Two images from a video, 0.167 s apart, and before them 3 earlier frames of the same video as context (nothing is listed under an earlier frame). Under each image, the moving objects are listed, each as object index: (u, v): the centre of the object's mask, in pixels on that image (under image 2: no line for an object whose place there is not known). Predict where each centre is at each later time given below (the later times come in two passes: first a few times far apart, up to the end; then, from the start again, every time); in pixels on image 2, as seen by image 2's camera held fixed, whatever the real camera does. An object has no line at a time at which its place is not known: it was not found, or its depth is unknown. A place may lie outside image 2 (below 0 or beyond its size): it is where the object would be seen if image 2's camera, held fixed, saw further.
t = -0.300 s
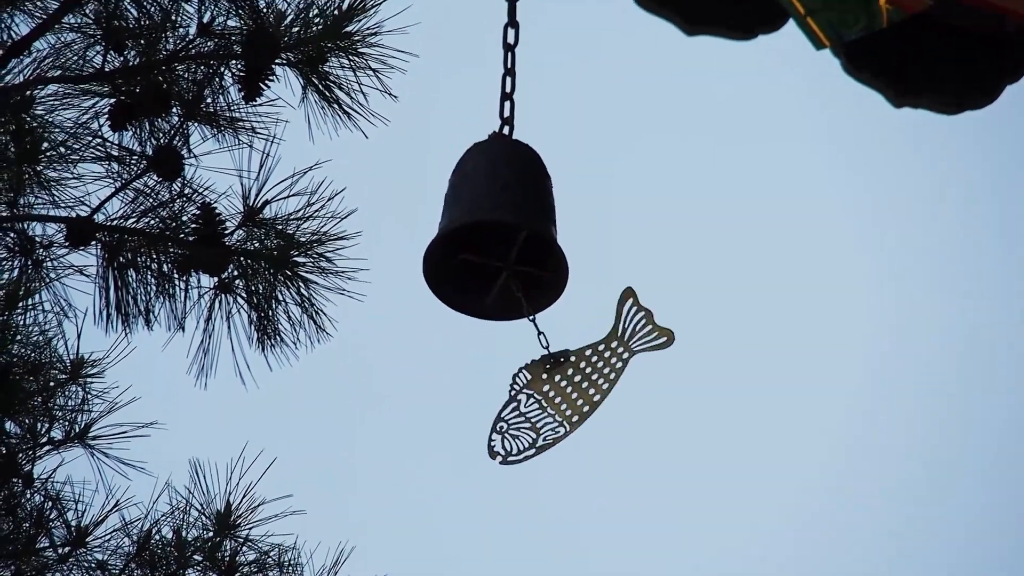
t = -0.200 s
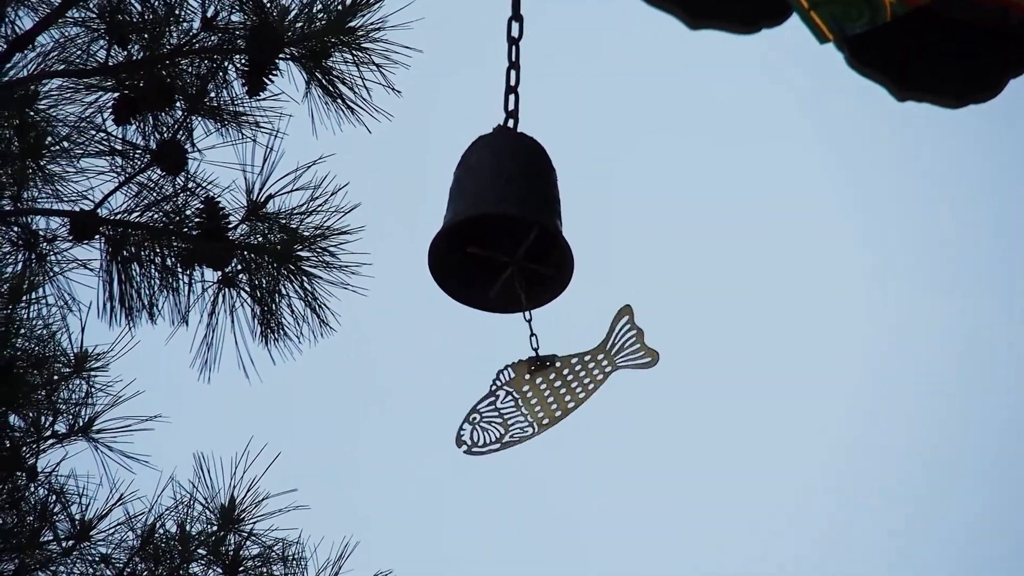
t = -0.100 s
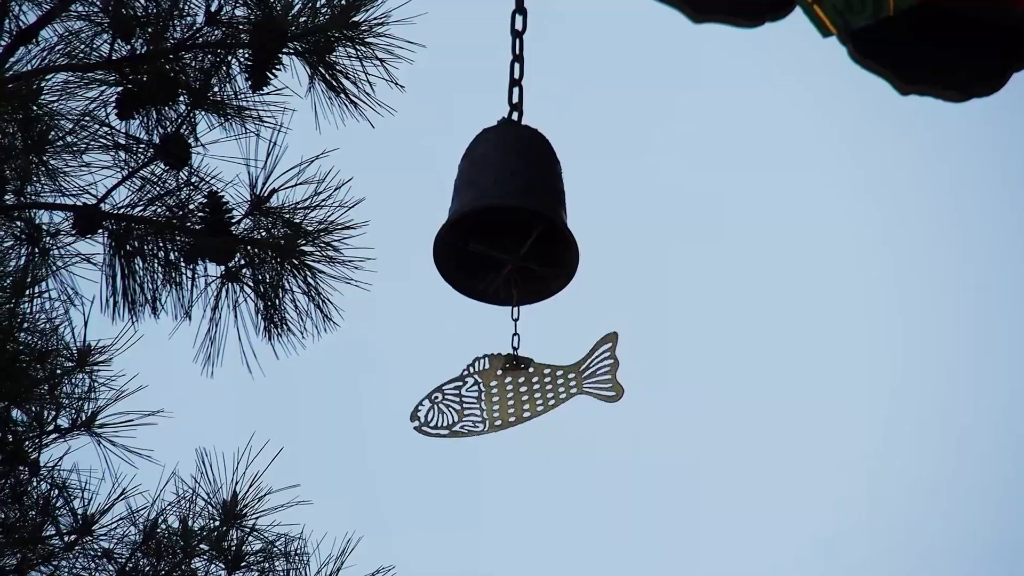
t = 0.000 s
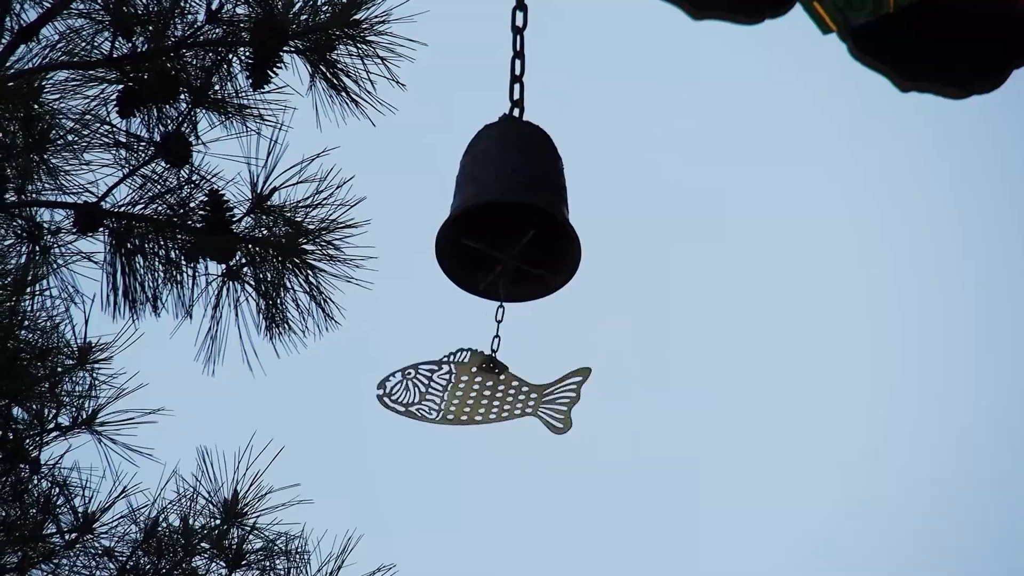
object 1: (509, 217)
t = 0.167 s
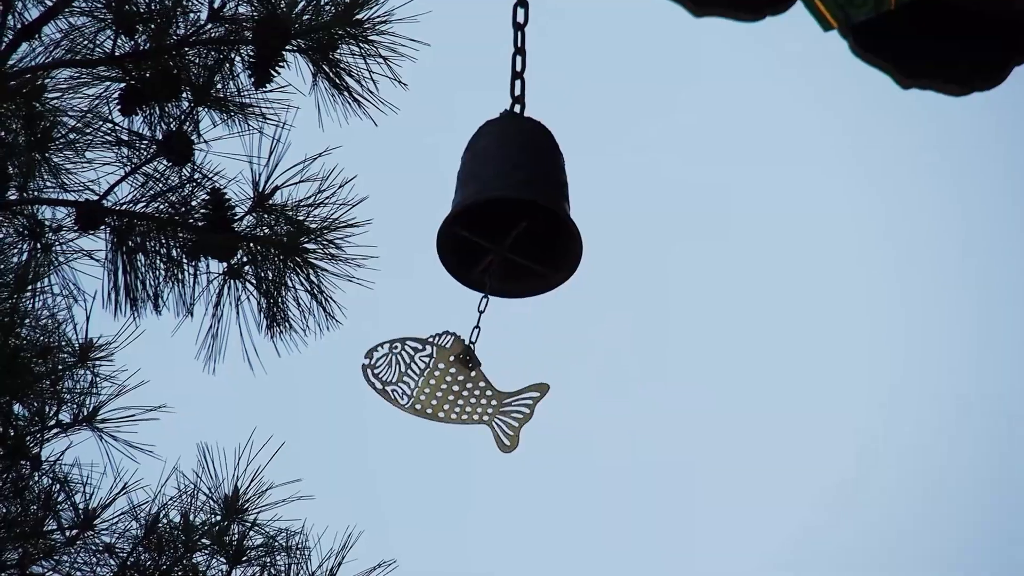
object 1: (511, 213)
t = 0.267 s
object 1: (508, 213)
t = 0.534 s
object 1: (502, 216)
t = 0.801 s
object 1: (500, 220)
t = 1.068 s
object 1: (508, 219)
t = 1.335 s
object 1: (510, 220)
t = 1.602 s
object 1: (507, 219)
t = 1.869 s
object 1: (505, 220)
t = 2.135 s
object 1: (508, 218)
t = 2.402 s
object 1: (509, 218)
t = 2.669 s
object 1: (504, 223)
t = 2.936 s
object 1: (502, 223)
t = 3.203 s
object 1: (508, 223)
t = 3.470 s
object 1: (511, 228)
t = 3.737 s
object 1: (506, 229)
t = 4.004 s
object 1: (501, 223)
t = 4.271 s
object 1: (505, 220)
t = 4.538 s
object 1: (509, 222)
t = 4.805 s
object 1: (508, 222)
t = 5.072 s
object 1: (504, 221)
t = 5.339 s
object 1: (505, 220)
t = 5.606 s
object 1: (508, 219)
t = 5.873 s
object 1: (502, 215)
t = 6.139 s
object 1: (498, 214)
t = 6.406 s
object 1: (506, 217)
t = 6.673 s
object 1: (514, 218)
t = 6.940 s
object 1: (505, 216)
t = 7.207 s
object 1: (497, 213)
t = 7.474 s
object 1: (503, 212)
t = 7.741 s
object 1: (507, 211)
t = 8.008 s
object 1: (501, 212)
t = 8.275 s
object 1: (501, 216)
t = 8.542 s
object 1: (508, 214)
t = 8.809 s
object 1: (509, 213)
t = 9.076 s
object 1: (497, 211)
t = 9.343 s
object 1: (494, 211)
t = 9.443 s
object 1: (496, 210)
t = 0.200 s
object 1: (510, 212)
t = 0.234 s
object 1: (509, 212)
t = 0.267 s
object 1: (508, 213)
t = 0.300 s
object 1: (507, 212)
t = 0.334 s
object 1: (506, 213)
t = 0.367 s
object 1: (506, 214)
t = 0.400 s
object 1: (505, 214)
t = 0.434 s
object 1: (504, 214)
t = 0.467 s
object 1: (503, 214)
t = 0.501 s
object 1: (502, 215)
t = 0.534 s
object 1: (502, 216)
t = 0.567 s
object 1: (501, 216)
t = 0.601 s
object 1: (500, 217)
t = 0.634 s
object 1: (500, 217)
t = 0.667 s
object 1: (500, 218)
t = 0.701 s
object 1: (499, 218)
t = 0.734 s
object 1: (500, 218)
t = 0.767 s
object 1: (499, 219)
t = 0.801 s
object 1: (500, 220)
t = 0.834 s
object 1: (501, 219)
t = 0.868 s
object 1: (501, 219)
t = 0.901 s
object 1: (502, 220)
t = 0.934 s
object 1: (504, 220)
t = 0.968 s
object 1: (505, 219)
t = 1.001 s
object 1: (505, 220)
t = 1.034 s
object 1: (507, 220)
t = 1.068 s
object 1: (508, 219)
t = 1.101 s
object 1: (509, 219)
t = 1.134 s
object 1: (509, 220)
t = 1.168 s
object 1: (510, 219)
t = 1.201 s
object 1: (510, 220)
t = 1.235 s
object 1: (511, 220)
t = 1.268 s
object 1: (511, 220)
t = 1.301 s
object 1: (512, 220)
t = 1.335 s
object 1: (510, 220)
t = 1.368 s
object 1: (511, 221)
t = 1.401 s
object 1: (511, 219)
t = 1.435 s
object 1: (510, 220)
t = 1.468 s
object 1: (511, 219)
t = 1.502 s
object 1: (509, 219)
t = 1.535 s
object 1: (508, 220)
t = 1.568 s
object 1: (507, 219)
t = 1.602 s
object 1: (507, 219)
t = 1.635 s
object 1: (507, 219)
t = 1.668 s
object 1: (506, 219)
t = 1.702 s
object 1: (506, 219)
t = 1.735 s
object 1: (505, 219)
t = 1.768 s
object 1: (505, 219)
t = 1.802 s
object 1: (504, 219)
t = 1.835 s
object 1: (504, 220)
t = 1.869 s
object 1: (505, 220)
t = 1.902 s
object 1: (504, 219)
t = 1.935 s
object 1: (504, 220)
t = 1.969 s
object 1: (505, 220)
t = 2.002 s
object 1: (506, 219)
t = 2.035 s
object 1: (506, 219)
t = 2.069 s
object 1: (507, 219)
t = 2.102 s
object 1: (507, 219)
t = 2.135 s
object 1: (508, 218)
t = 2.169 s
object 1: (508, 218)
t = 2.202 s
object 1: (509, 218)
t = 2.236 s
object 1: (509, 217)
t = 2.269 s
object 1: (509, 218)
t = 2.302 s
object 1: (510, 218)
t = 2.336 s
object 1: (510, 218)
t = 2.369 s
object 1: (509, 219)
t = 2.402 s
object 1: (509, 218)
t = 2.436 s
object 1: (509, 219)
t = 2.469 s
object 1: (508, 219)
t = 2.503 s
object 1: (507, 220)
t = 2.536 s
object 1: (506, 221)
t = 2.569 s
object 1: (506, 221)
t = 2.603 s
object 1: (504, 222)
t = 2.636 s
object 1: (504, 223)
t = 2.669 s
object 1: (504, 223)
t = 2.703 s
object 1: (503, 223)
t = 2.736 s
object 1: (503, 223)
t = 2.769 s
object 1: (502, 223)
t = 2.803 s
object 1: (501, 224)
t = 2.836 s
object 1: (502, 223)
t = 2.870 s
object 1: (502, 223)
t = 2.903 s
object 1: (503, 223)
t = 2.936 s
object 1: (502, 223)
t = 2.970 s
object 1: (504, 224)
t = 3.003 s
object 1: (504, 223)
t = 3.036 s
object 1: (505, 223)
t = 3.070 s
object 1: (506, 222)
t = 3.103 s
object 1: (506, 222)
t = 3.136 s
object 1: (507, 222)
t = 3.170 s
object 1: (508, 222)
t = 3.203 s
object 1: (508, 223)
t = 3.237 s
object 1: (510, 223)
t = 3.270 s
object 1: (509, 224)
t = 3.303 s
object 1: (510, 225)
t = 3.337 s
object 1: (509, 226)
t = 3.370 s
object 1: (510, 226)
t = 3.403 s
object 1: (511, 226)
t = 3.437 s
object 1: (510, 227)
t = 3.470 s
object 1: (511, 228)
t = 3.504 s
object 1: (510, 228)
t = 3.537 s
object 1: (511, 229)
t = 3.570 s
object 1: (510, 229)
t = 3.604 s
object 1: (509, 229)
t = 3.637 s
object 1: (509, 229)
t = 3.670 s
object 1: (508, 229)
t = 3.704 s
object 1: (507, 229)
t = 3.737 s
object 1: (506, 229)
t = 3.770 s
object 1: (505, 229)
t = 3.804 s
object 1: (504, 228)
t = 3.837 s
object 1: (503, 228)
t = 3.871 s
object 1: (502, 228)
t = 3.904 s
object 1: (502, 226)
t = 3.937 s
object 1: (501, 225)
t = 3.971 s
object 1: (501, 224)
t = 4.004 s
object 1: (501, 223)
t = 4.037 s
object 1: (501, 222)
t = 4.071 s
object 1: (501, 221)
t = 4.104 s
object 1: (501, 221)
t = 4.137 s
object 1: (502, 221)
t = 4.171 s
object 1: (503, 220)
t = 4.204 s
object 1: (503, 220)
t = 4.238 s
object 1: (505, 220)
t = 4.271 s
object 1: (505, 220)
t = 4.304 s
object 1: (506, 220)
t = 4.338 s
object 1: (506, 220)
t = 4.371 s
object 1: (507, 220)
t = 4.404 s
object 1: (508, 221)
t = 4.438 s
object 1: (508, 221)
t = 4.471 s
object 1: (509, 222)
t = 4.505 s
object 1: (510, 221)
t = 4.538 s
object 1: (509, 222)
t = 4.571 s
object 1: (510, 222)
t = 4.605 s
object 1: (510, 222)
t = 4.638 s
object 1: (510, 222)
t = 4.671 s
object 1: (510, 222)
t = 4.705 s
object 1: (510, 222)
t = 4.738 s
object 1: (509, 222)
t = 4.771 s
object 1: (508, 222)
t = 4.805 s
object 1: (508, 222)
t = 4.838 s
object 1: (507, 222)
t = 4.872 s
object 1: (506, 222)
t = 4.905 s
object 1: (506, 222)
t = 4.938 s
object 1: (505, 222)
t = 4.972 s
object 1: (505, 221)
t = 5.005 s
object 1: (504, 221)
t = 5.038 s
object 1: (504, 221)
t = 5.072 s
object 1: (504, 221)
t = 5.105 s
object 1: (503, 221)
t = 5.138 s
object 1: (503, 221)
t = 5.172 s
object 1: (503, 221)
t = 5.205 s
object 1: (503, 221)
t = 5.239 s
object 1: (504, 220)
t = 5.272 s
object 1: (503, 221)
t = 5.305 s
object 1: (505, 221)
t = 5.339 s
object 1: (505, 220)
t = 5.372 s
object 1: (506, 220)
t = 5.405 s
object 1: (506, 220)
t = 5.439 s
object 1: (507, 220)
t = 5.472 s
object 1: (507, 220)
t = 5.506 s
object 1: (508, 220)
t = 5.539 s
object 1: (508, 220)
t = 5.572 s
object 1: (508, 220)
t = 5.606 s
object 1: (508, 219)
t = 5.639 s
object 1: (508, 219)
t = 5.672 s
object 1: (508, 219)
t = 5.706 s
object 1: (507, 219)
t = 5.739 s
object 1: (507, 219)
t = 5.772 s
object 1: (505, 217)
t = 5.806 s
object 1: (504, 217)
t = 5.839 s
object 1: (504, 217)
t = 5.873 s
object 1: (502, 215)
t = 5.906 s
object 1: (501, 215)
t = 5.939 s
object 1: (500, 214)
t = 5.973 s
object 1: (500, 214)
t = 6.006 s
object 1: (499, 213)
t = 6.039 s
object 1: (499, 214)
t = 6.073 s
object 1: (499, 214)
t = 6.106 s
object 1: (499, 214)
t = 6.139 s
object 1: (498, 214)
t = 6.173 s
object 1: (499, 215)
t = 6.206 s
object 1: (500, 215)
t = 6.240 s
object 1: (500, 215)
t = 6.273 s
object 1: (501, 215)
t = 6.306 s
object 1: (502, 216)
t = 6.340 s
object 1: (504, 217)
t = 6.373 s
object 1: (504, 217)
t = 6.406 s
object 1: (506, 217)
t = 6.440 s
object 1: (508, 217)
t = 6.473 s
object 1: (510, 217)
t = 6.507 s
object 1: (511, 218)
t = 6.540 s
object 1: (512, 218)
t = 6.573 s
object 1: (513, 218)
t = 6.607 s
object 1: (513, 218)
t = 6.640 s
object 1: (514, 219)
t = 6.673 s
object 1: (514, 218)
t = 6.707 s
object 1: (514, 219)
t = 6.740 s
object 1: (513, 218)
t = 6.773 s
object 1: (512, 218)
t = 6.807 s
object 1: (512, 217)
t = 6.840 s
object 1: (510, 217)
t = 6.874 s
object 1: (509, 217)
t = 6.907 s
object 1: (507, 216)
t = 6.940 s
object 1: (505, 216)
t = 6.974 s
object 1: (503, 215)
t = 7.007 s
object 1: (501, 213)
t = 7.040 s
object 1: (500, 215)
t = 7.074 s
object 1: (500, 215)
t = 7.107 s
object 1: (499, 214)
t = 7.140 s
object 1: (498, 214)
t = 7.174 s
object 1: (497, 214)
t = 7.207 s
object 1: (497, 213)
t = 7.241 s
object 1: (497, 212)
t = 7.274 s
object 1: (497, 212)
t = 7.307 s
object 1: (497, 212)
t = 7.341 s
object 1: (498, 211)
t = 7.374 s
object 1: (499, 212)
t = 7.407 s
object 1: (500, 212)
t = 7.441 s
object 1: (501, 212)
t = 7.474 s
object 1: (503, 212)
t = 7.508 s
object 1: (504, 211)
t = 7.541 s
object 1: (505, 211)
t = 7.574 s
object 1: (506, 211)
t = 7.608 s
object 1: (506, 211)
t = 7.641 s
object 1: (507, 211)
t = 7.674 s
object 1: (507, 211)
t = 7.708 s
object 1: (507, 211)
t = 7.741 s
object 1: (507, 211)
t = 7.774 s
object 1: (506, 212)
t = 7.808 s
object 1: (506, 211)
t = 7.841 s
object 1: (505, 211)
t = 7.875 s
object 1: (504, 212)
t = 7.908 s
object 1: (504, 212)
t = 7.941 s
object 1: (502, 212)
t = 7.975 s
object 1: (502, 212)
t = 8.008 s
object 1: (501, 212)
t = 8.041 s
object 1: (499, 212)
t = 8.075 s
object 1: (499, 213)
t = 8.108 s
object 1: (499, 214)
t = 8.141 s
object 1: (500, 214)
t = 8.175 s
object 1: (500, 214)
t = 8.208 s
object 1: (500, 215)
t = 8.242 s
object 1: (501, 215)
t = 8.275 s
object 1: (501, 216)
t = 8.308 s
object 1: (501, 216)
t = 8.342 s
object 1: (502, 216)
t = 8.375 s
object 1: (503, 216)
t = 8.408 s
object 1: (504, 216)
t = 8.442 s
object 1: (504, 216)
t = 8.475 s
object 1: (506, 215)
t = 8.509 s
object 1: (506, 214)
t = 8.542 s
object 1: (508, 214)
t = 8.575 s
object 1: (508, 213)
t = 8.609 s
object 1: (508, 213)
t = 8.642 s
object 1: (509, 213)
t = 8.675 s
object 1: (510, 213)
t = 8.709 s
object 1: (510, 213)
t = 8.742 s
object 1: (509, 213)
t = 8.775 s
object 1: (509, 213)
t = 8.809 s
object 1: (509, 213)
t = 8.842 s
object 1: (508, 213)
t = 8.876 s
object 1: (507, 213)
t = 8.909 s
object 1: (506, 213)
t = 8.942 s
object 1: (505, 213)
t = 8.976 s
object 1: (503, 213)
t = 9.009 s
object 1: (502, 212)
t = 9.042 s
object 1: (499, 212)
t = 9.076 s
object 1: (497, 211)
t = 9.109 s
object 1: (495, 211)
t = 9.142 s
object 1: (496, 213)
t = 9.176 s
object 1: (496, 213)
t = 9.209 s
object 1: (495, 212)
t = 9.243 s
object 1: (495, 212)
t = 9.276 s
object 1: (494, 212)
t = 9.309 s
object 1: (494, 212)
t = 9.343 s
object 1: (494, 211)
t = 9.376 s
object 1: (494, 211)
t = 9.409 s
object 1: (495, 211)
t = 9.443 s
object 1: (496, 210)
